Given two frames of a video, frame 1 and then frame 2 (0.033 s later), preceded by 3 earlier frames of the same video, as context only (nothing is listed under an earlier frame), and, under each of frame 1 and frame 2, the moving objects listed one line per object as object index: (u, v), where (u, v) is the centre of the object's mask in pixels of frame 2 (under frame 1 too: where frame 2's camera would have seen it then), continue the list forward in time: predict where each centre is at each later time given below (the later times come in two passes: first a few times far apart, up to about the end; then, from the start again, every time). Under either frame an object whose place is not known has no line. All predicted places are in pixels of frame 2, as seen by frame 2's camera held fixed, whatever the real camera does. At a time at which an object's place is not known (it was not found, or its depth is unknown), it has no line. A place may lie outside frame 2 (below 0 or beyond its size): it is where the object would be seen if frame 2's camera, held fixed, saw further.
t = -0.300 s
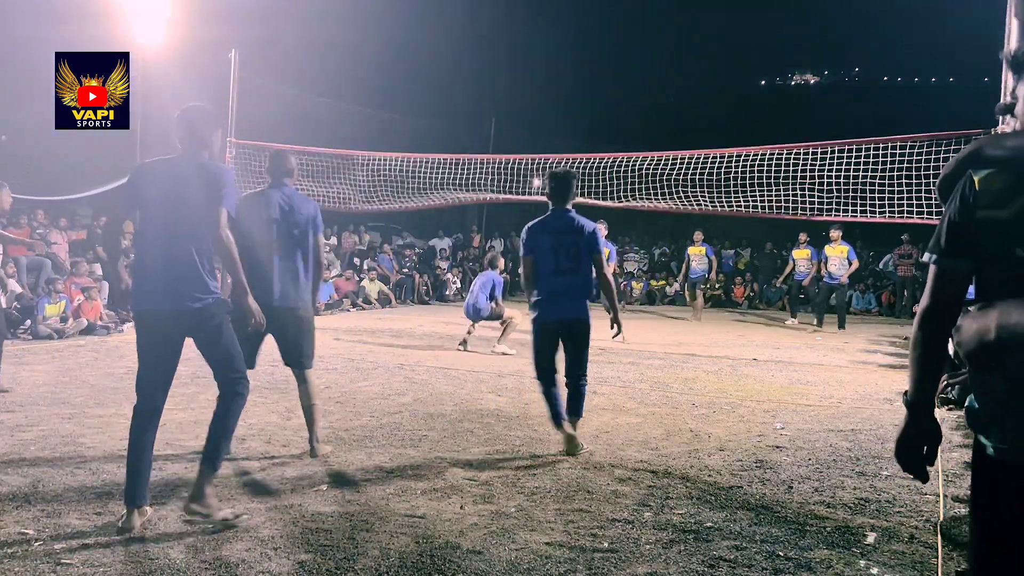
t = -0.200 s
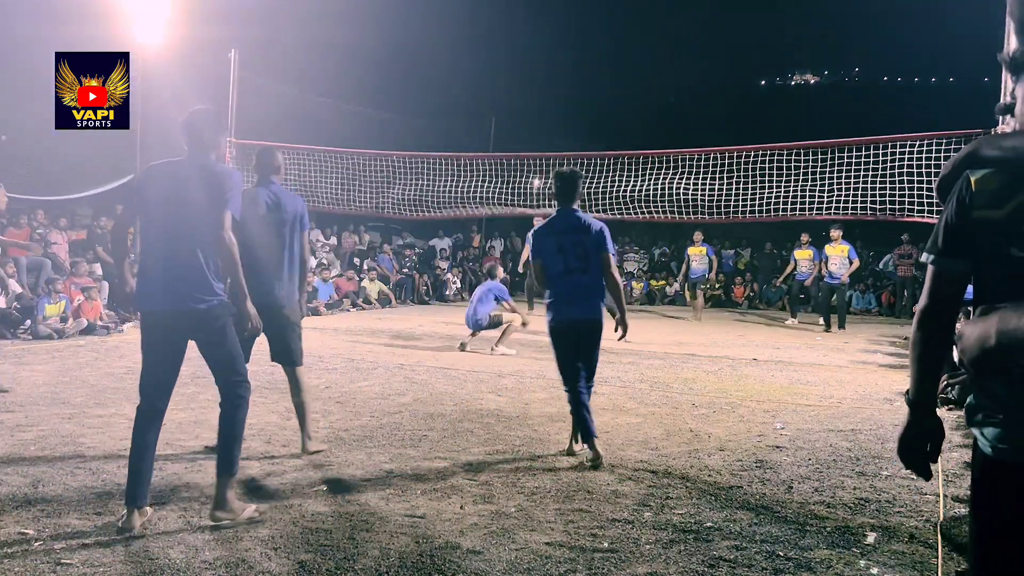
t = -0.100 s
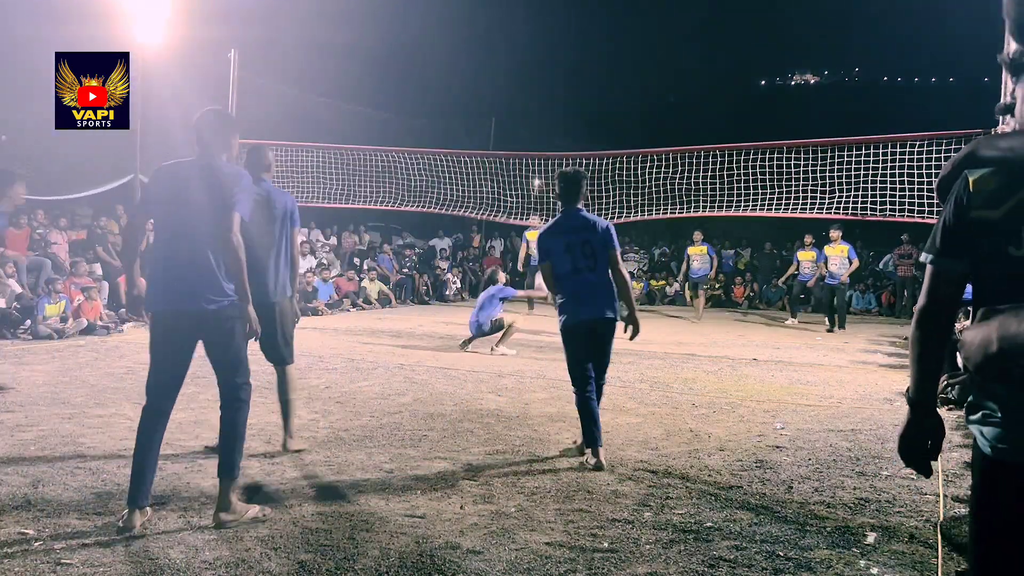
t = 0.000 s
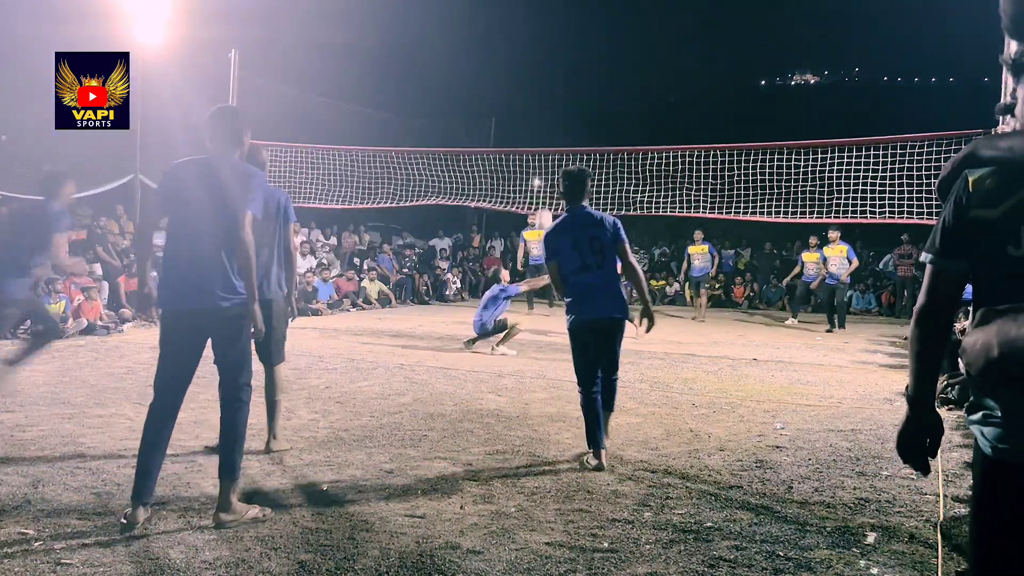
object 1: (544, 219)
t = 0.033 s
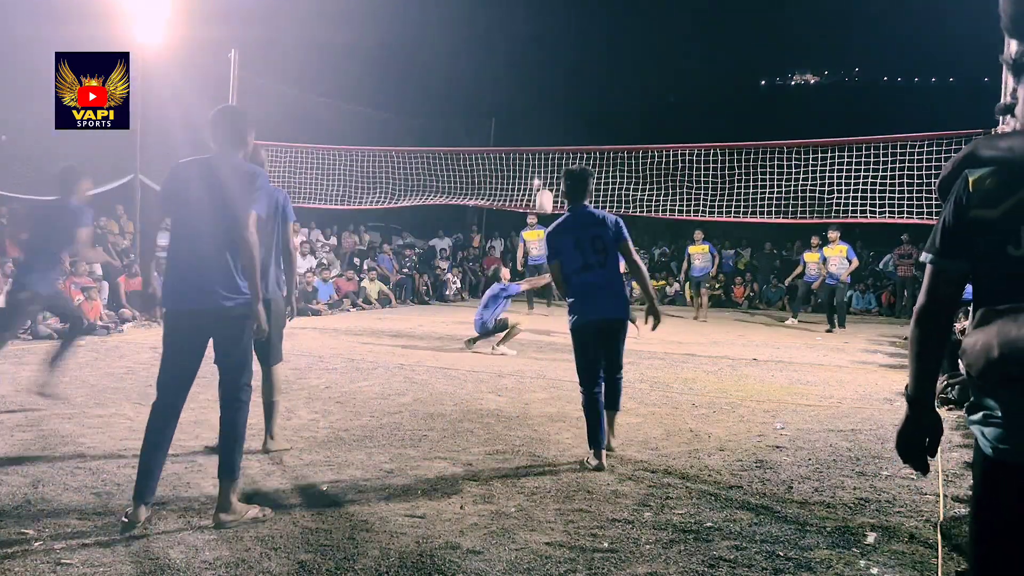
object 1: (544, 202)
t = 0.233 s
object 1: (545, 106)
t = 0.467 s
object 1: (544, 35)
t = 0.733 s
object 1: (540, 14)
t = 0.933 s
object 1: (534, 40)
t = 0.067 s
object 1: (544, 183)
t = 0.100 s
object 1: (545, 167)
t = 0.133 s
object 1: (545, 149)
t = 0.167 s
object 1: (545, 134)
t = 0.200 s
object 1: (545, 120)
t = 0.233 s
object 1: (545, 106)
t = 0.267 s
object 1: (545, 93)
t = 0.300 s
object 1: (545, 81)
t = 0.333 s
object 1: (545, 70)
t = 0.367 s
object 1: (545, 60)
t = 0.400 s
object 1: (544, 51)
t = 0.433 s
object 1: (544, 43)
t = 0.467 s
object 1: (544, 35)
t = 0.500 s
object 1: (543, 29)
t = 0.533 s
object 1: (543, 24)
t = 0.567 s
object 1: (542, 20)
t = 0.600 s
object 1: (542, 17)
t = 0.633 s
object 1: (541, 14)
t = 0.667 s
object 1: (541, 13)
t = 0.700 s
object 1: (540, 13)
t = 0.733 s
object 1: (540, 14)
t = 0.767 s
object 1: (539, 15)
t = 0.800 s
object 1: (538, 18)
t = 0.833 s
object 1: (537, 22)
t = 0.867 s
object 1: (536, 27)
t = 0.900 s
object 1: (535, 33)
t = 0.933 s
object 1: (534, 40)
